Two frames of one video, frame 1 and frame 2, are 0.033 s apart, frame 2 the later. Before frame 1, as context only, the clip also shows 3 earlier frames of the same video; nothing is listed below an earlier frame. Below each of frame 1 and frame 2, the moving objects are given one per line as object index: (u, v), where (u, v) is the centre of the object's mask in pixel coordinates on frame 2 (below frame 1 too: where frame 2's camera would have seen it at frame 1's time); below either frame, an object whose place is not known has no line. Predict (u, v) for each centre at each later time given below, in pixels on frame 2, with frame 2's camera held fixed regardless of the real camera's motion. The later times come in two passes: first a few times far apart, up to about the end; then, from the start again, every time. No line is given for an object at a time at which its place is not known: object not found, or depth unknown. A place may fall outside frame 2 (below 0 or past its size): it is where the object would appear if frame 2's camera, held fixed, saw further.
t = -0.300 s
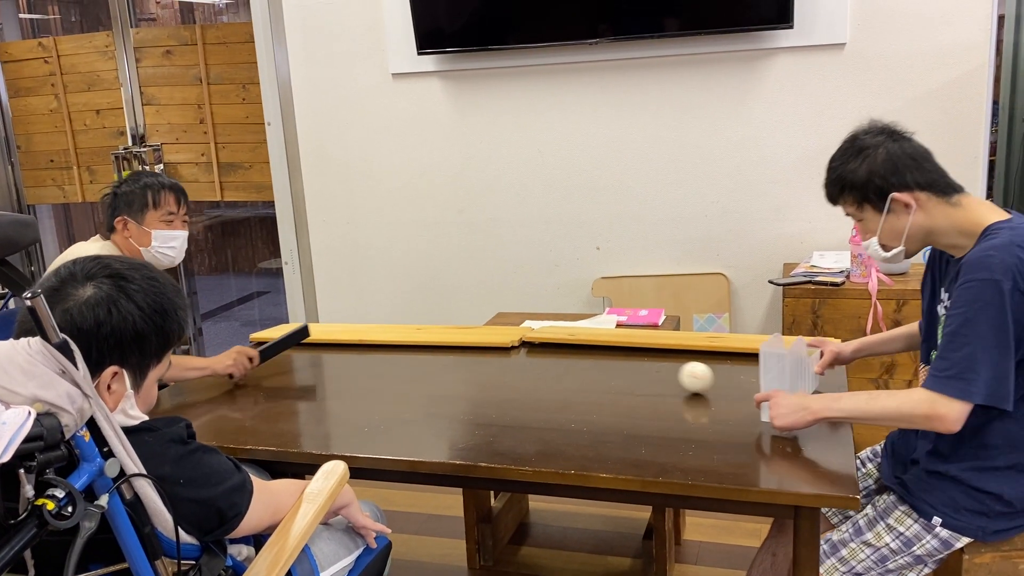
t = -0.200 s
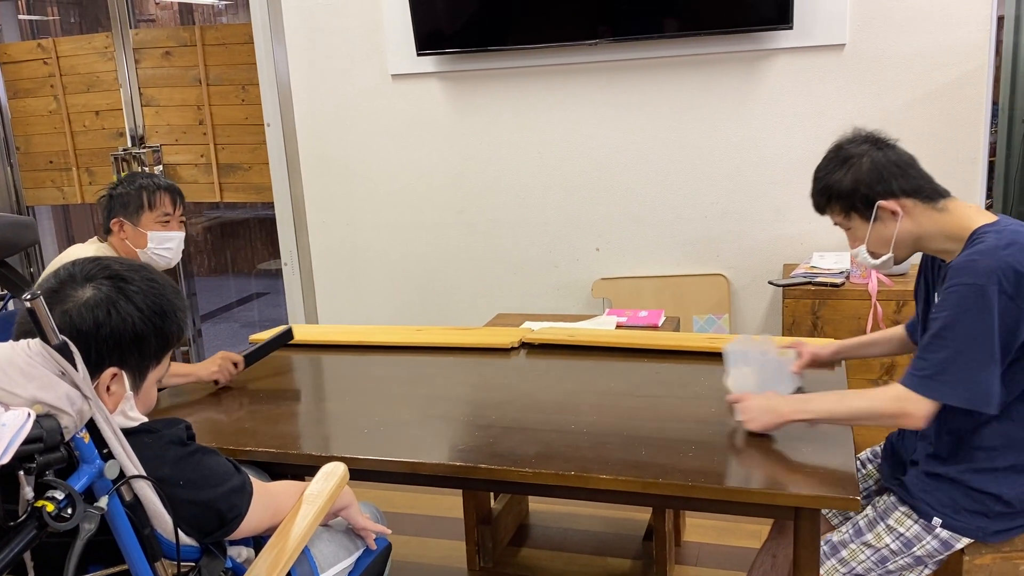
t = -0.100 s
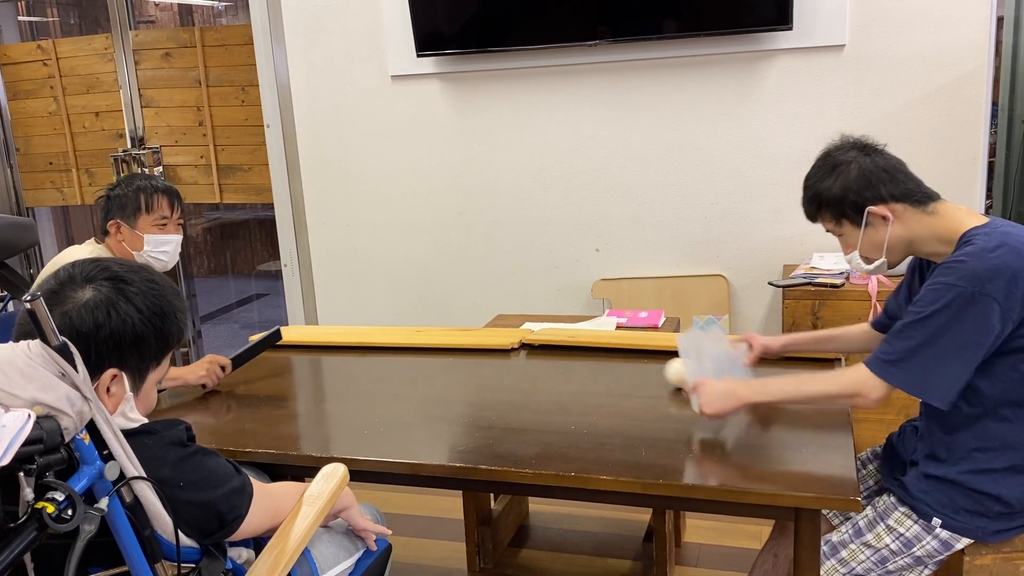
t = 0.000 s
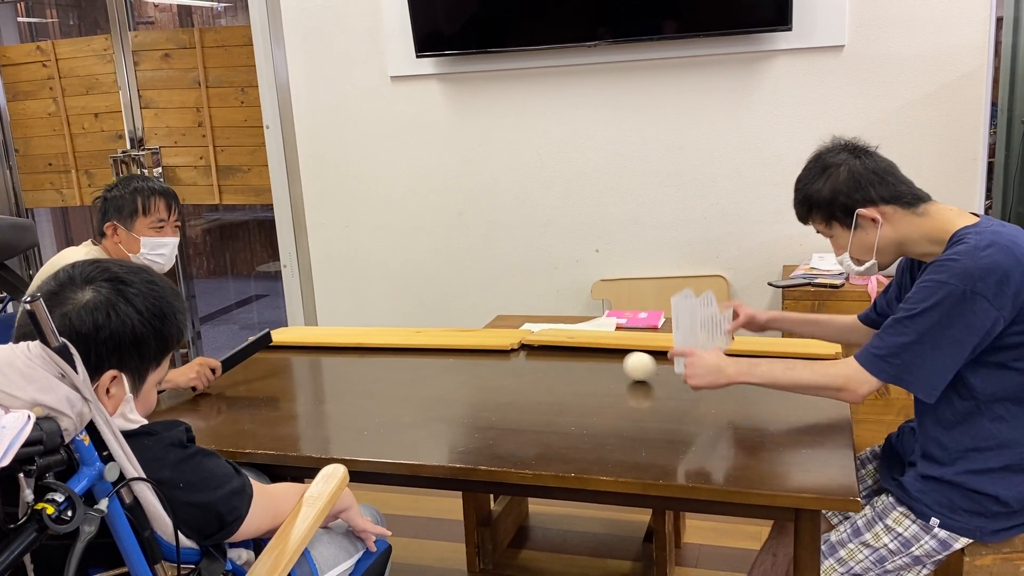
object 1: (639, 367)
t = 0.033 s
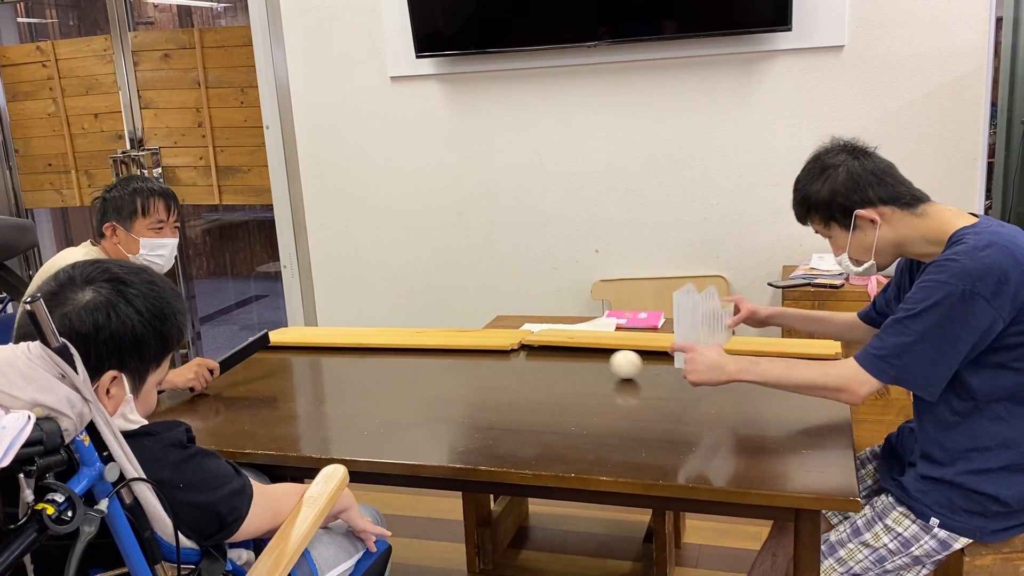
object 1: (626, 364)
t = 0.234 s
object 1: (553, 352)
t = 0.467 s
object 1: (482, 344)
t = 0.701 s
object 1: (418, 350)
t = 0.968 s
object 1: (348, 353)
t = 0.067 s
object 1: (613, 362)
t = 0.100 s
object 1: (600, 360)
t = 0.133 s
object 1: (588, 358)
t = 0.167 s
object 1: (577, 356)
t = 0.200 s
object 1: (565, 354)
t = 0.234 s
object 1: (553, 352)
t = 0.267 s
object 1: (542, 350)
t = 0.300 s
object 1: (532, 348)
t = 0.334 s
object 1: (522, 347)
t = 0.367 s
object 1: (511, 345)
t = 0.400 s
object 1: (502, 342)
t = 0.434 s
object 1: (492, 341)
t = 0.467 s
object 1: (482, 344)
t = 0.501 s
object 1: (474, 347)
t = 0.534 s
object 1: (465, 345)
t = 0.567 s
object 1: (455, 347)
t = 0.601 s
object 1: (446, 348)
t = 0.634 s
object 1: (437, 349)
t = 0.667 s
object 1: (427, 349)
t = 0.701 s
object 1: (418, 350)
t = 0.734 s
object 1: (409, 350)
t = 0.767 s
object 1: (400, 351)
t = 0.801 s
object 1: (391, 351)
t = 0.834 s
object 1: (383, 351)
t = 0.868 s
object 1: (374, 352)
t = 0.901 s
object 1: (366, 352)
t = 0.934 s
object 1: (357, 352)
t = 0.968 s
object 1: (348, 353)
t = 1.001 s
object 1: (340, 353)
